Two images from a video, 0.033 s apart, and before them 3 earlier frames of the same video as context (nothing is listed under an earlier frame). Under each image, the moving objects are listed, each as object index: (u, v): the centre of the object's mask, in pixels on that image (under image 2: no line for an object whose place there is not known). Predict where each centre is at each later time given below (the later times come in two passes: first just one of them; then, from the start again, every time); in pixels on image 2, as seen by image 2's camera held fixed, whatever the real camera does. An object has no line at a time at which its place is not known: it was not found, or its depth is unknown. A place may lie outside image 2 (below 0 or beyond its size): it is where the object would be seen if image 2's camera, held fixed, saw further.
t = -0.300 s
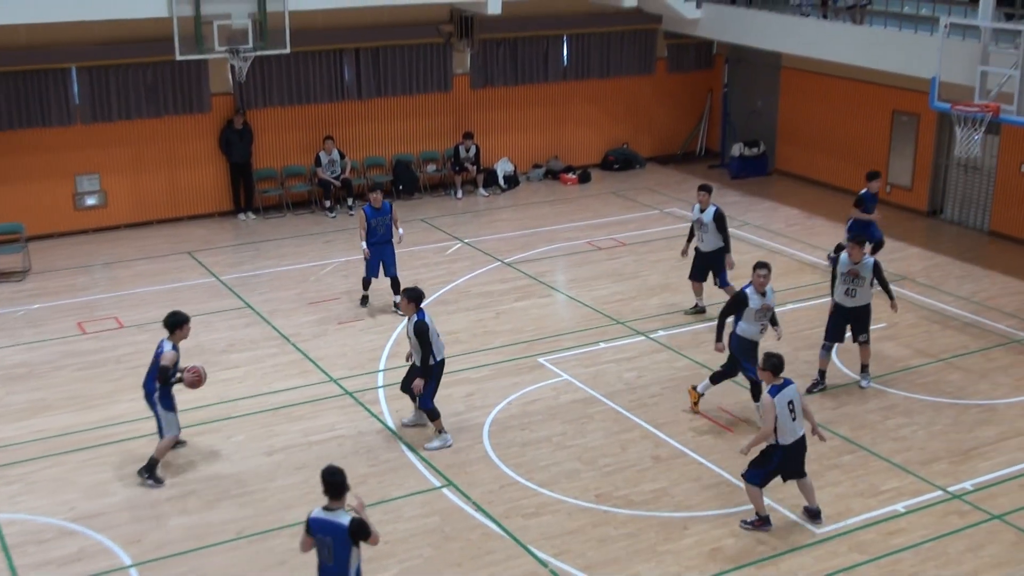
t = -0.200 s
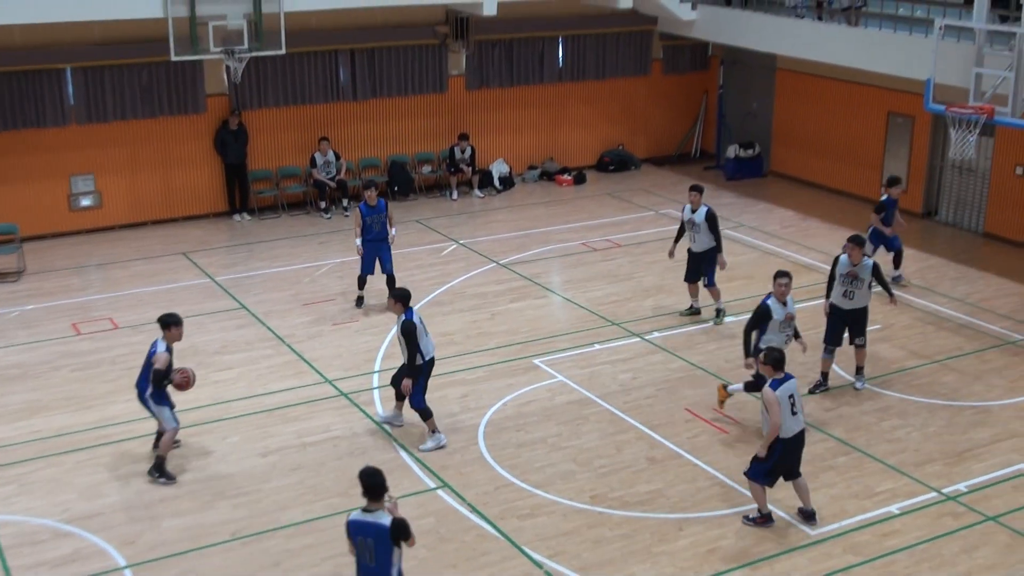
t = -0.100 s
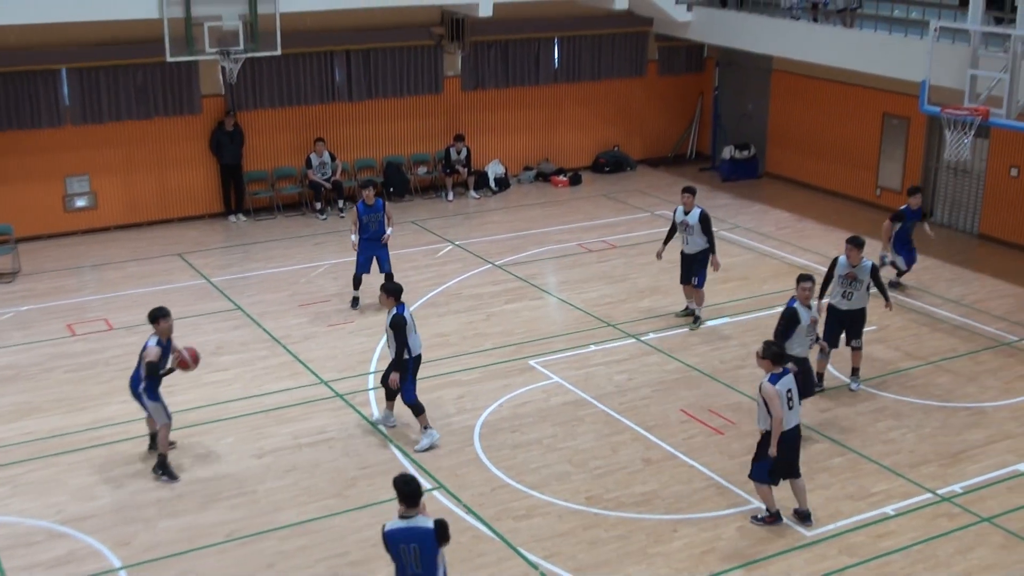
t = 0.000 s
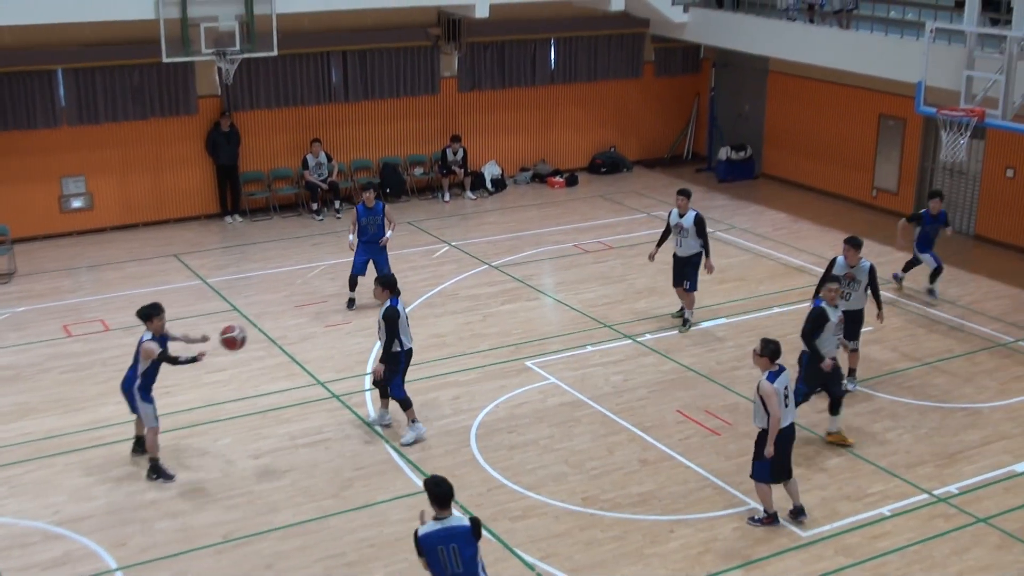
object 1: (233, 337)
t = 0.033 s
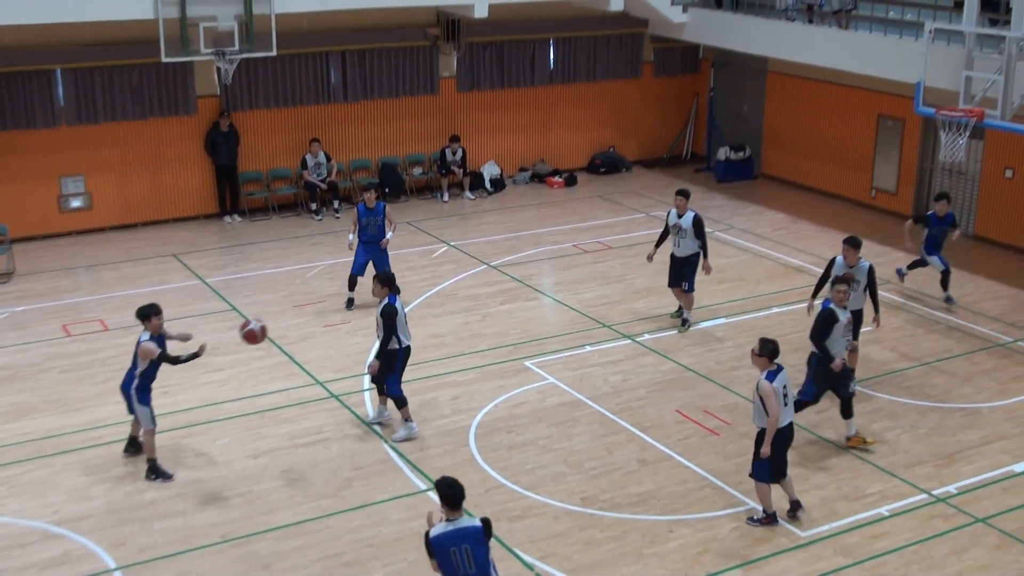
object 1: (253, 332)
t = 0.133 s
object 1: (322, 320)
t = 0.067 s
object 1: (275, 326)
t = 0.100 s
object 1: (298, 322)
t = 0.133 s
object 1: (322, 320)
